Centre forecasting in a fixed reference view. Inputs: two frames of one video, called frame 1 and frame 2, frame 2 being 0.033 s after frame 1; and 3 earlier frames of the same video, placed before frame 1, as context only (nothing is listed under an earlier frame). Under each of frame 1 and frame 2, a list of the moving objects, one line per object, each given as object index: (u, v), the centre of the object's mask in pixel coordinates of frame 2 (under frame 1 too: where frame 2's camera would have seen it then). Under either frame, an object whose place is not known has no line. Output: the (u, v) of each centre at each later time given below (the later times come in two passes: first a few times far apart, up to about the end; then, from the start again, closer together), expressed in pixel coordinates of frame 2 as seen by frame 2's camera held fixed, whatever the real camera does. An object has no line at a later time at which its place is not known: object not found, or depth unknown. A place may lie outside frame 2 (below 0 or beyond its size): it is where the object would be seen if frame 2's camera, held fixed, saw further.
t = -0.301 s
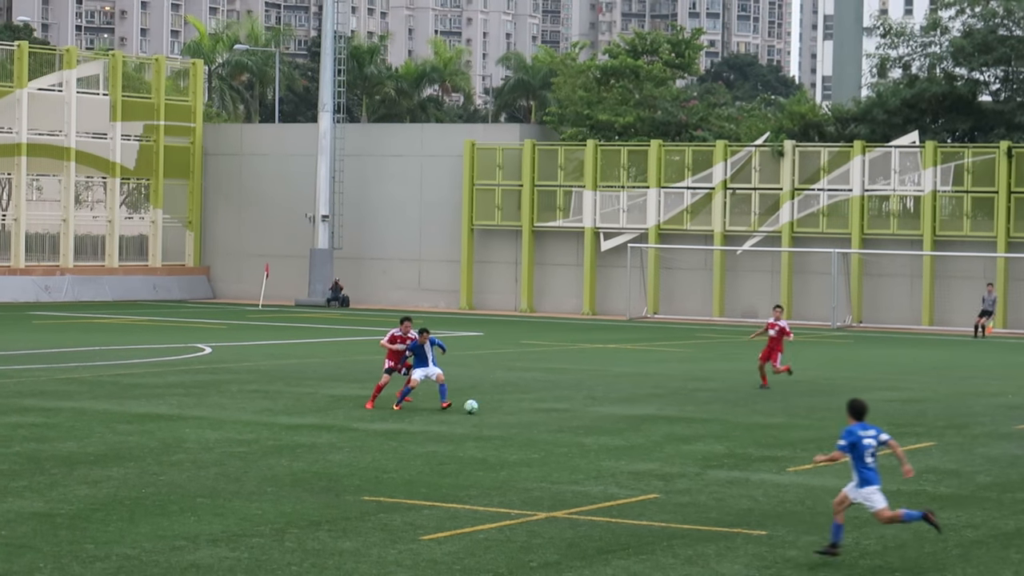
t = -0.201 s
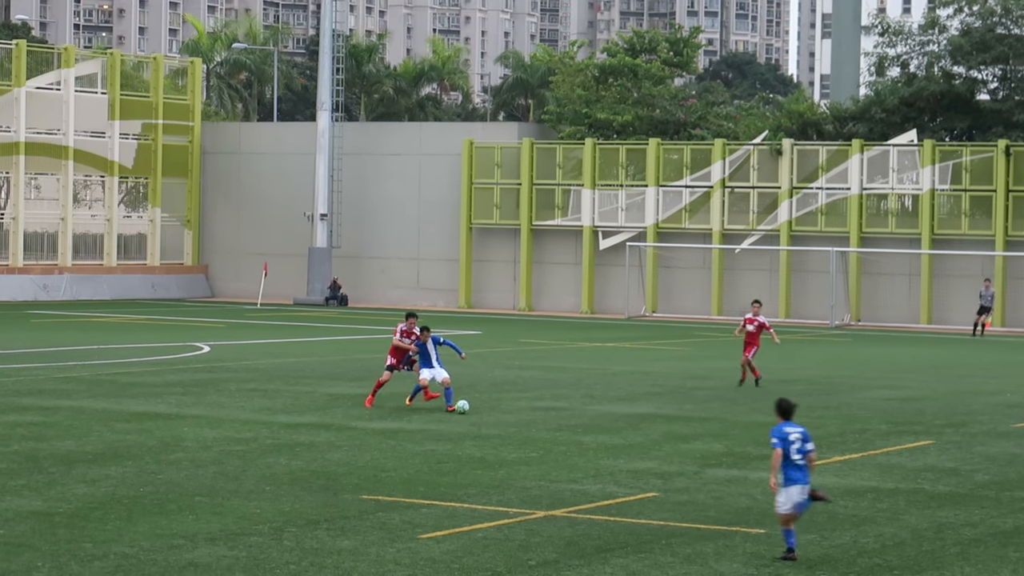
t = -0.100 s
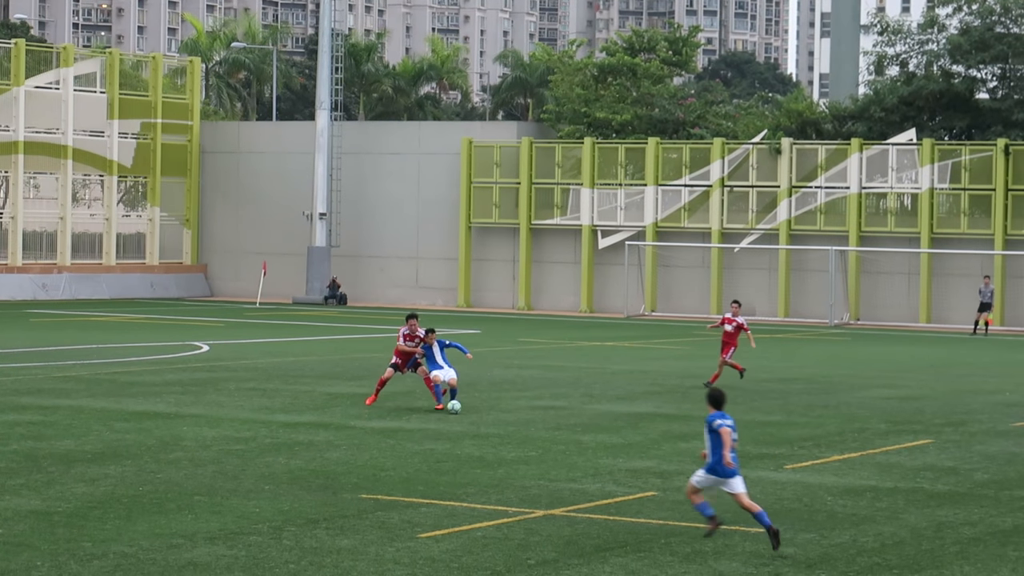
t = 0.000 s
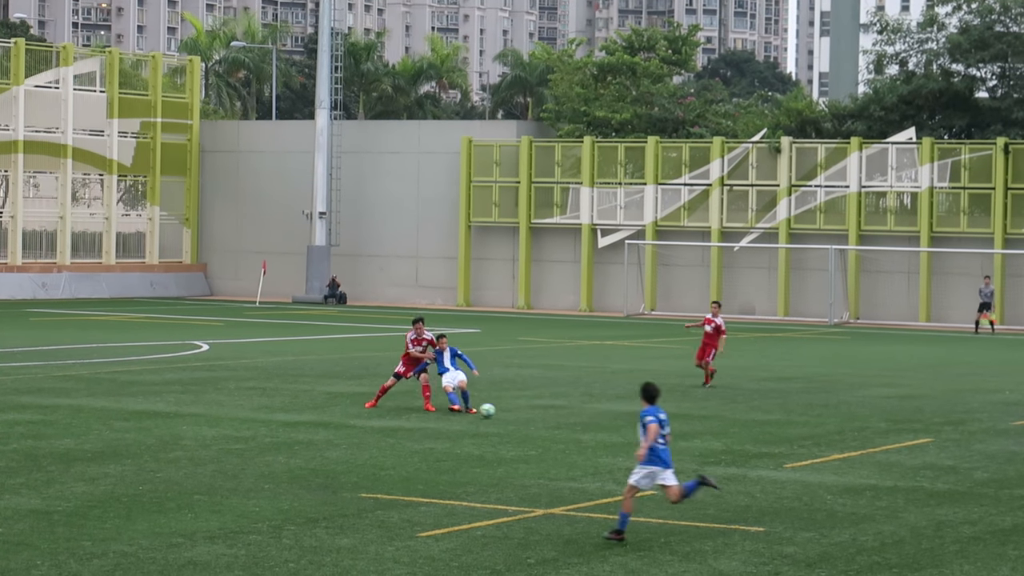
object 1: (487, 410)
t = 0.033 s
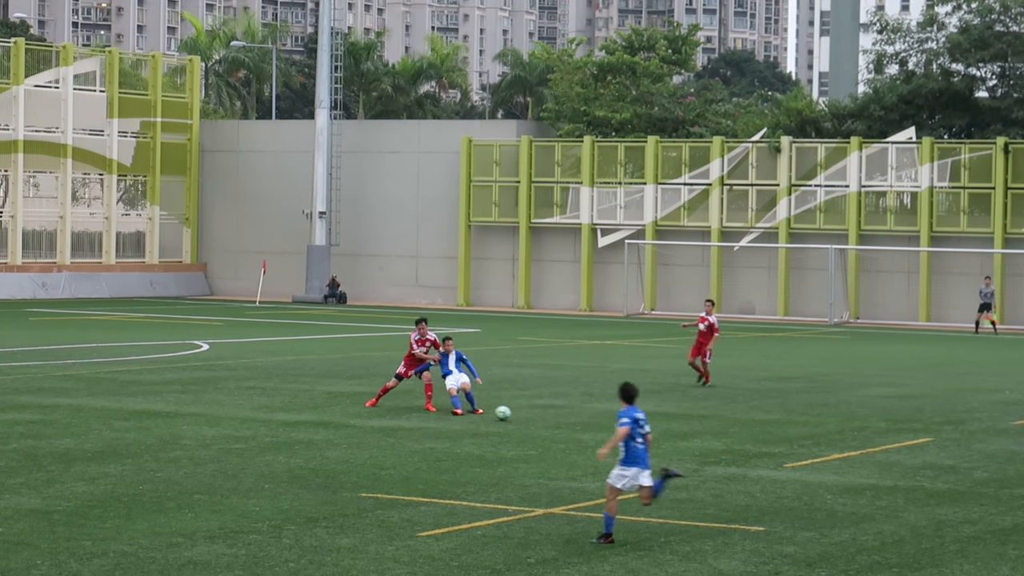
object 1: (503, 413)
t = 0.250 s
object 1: (598, 424)
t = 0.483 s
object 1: (692, 433)
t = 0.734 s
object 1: (782, 448)
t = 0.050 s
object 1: (510, 415)
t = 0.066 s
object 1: (518, 416)
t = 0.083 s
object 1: (525, 416)
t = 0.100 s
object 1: (532, 417)
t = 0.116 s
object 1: (540, 417)
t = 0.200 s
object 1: (577, 424)
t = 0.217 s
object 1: (584, 424)
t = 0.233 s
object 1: (591, 425)
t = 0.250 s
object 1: (598, 424)
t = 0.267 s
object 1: (605, 425)
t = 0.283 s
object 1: (612, 426)
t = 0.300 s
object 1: (620, 427)
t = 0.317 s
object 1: (626, 428)
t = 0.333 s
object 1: (634, 429)
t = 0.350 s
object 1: (641, 431)
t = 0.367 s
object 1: (648, 433)
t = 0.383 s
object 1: (655, 435)
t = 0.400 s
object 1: (661, 435)
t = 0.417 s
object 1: (668, 435)
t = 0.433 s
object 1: (674, 434)
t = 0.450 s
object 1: (680, 433)
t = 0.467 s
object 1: (686, 433)
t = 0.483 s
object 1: (692, 433)
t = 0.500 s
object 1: (698, 434)
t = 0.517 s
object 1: (705, 434)
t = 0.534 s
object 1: (711, 435)
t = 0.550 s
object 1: (717, 436)
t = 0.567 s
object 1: (723, 438)
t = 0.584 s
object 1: (730, 439)
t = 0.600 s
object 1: (736, 441)
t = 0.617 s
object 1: (743, 443)
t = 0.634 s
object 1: (749, 445)
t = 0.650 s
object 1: (755, 448)
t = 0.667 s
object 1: (761, 450)
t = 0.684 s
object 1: (766, 450)
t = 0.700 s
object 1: (772, 450)
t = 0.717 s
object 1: (777, 448)
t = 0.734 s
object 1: (782, 448)
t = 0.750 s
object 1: (788, 448)
